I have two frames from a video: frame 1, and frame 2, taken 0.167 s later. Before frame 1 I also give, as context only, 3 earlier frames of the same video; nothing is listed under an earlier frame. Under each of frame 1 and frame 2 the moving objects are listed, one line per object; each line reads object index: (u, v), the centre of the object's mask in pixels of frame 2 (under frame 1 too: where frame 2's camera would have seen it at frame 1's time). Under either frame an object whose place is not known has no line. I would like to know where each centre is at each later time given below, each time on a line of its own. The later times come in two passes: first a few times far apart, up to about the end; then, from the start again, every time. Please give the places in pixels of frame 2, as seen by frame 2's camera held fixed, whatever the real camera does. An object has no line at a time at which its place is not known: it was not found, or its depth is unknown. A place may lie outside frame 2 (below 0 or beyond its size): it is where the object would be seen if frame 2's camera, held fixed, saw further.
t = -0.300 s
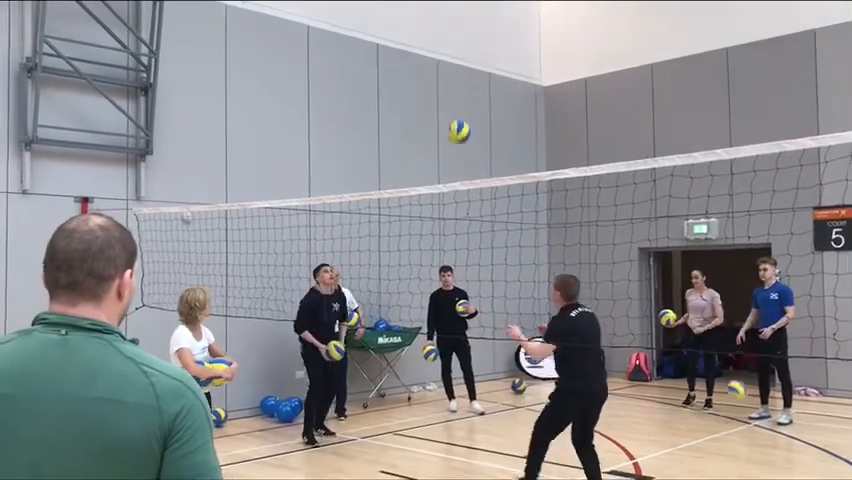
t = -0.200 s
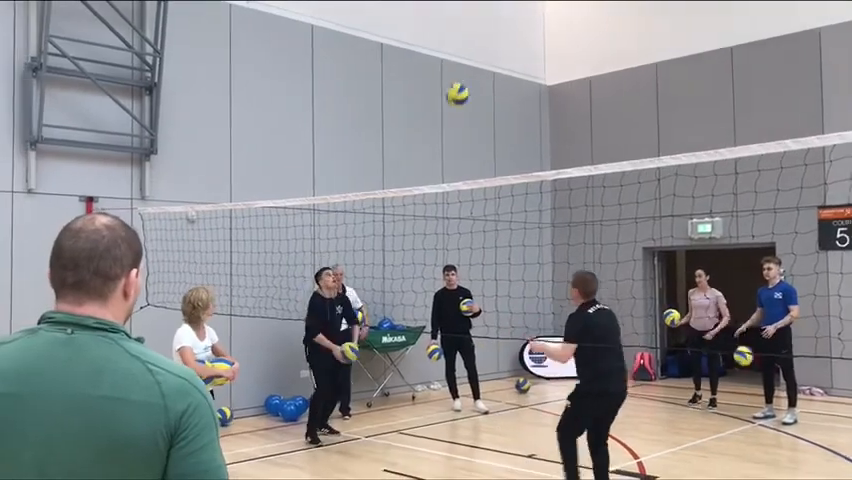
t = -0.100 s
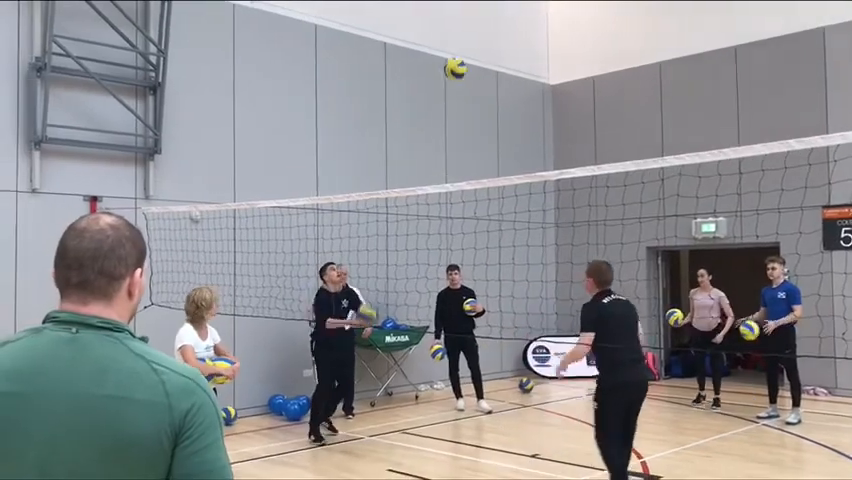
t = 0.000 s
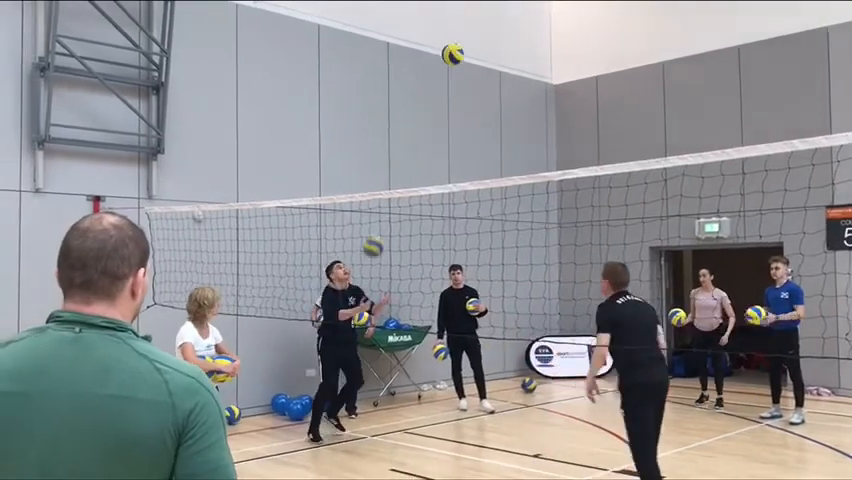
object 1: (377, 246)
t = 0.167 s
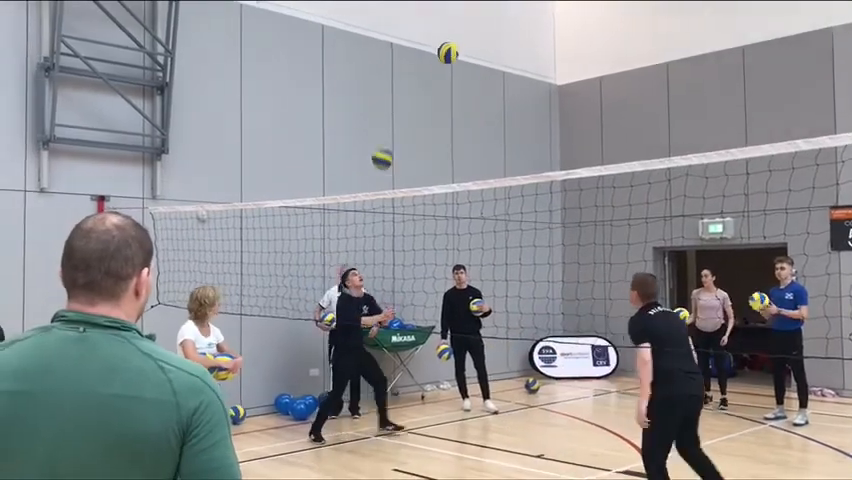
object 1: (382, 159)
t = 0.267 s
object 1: (385, 118)
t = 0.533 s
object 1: (392, 60)
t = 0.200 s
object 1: (383, 144)
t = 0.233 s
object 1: (384, 130)
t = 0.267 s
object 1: (385, 118)
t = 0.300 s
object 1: (386, 107)
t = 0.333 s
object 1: (387, 97)
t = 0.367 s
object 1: (387, 89)
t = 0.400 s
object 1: (389, 81)
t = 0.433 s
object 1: (389, 73)
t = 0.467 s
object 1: (390, 68)
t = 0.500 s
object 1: (391, 64)
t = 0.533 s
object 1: (392, 60)
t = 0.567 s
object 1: (393, 58)
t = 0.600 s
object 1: (393, 57)
